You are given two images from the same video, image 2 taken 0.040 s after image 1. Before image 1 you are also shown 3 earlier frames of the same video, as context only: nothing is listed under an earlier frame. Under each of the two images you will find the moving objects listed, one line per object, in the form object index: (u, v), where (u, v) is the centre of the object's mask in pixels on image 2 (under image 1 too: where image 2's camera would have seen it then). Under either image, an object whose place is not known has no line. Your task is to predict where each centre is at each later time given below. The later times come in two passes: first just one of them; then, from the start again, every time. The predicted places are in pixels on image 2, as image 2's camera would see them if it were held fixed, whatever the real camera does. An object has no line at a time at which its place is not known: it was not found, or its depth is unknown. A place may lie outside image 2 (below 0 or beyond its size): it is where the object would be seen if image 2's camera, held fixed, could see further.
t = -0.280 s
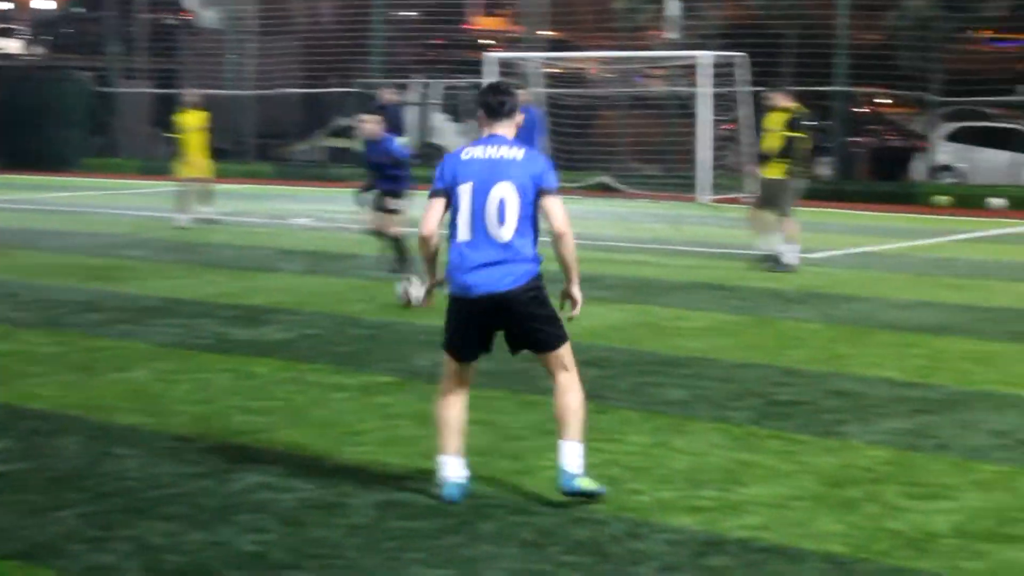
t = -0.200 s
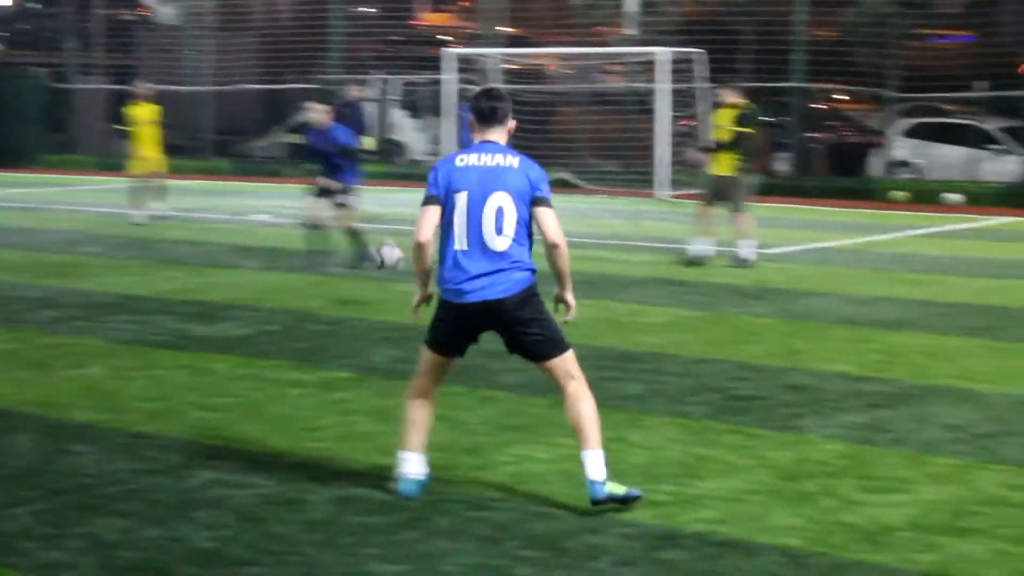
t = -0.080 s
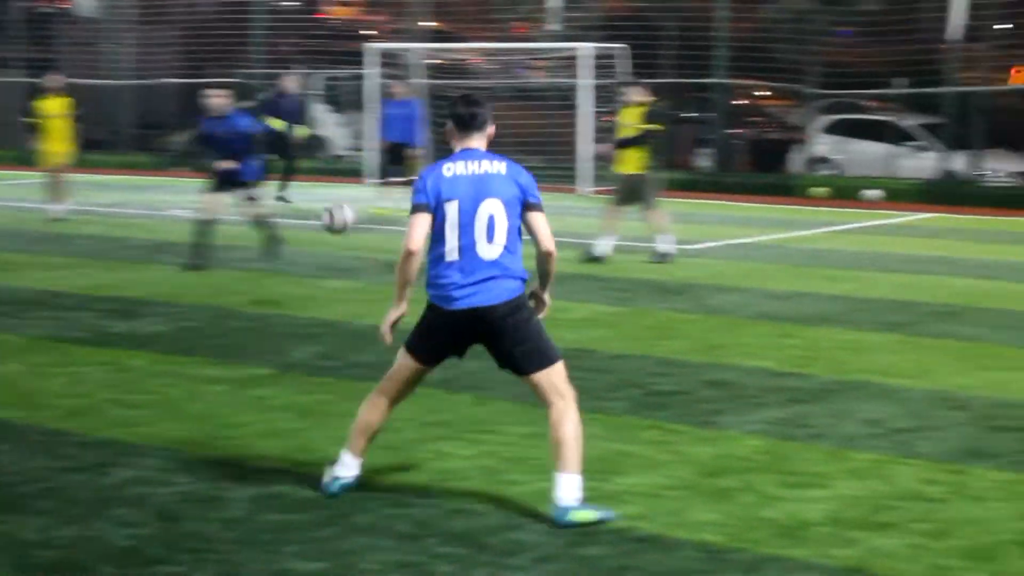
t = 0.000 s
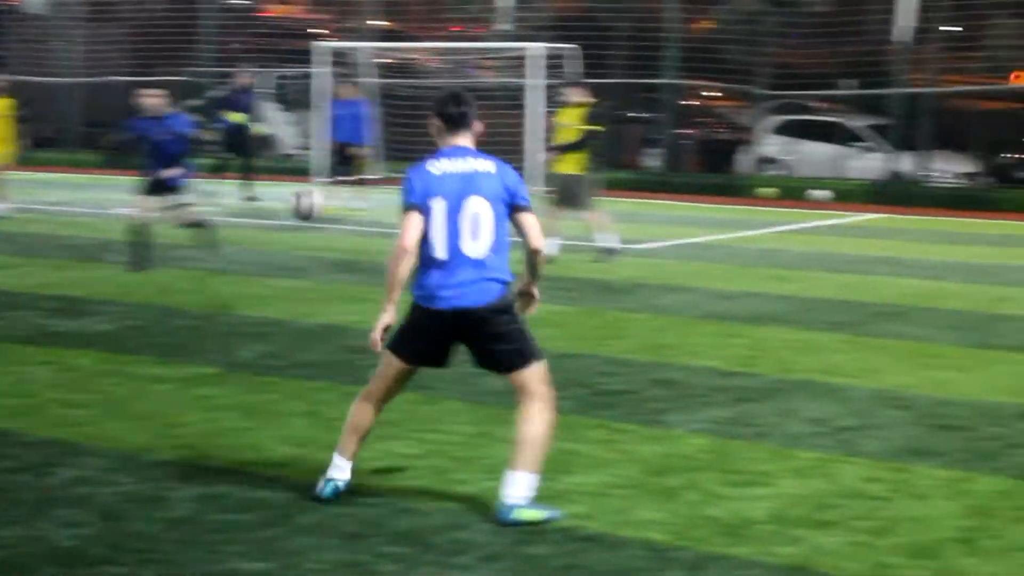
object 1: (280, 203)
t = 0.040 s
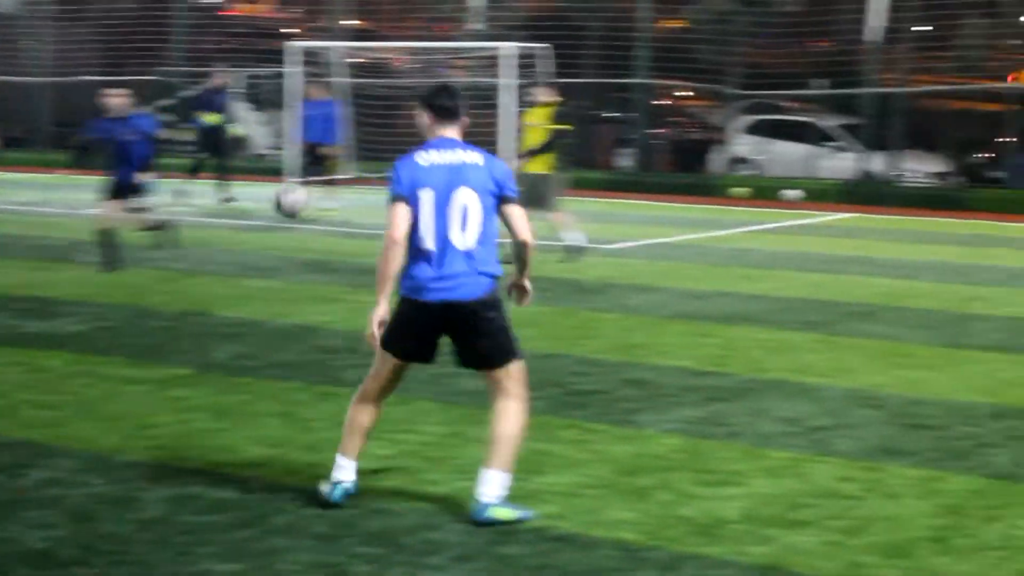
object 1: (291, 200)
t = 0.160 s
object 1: (326, 207)
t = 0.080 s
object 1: (302, 200)
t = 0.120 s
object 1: (313, 203)
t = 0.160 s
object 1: (326, 207)
